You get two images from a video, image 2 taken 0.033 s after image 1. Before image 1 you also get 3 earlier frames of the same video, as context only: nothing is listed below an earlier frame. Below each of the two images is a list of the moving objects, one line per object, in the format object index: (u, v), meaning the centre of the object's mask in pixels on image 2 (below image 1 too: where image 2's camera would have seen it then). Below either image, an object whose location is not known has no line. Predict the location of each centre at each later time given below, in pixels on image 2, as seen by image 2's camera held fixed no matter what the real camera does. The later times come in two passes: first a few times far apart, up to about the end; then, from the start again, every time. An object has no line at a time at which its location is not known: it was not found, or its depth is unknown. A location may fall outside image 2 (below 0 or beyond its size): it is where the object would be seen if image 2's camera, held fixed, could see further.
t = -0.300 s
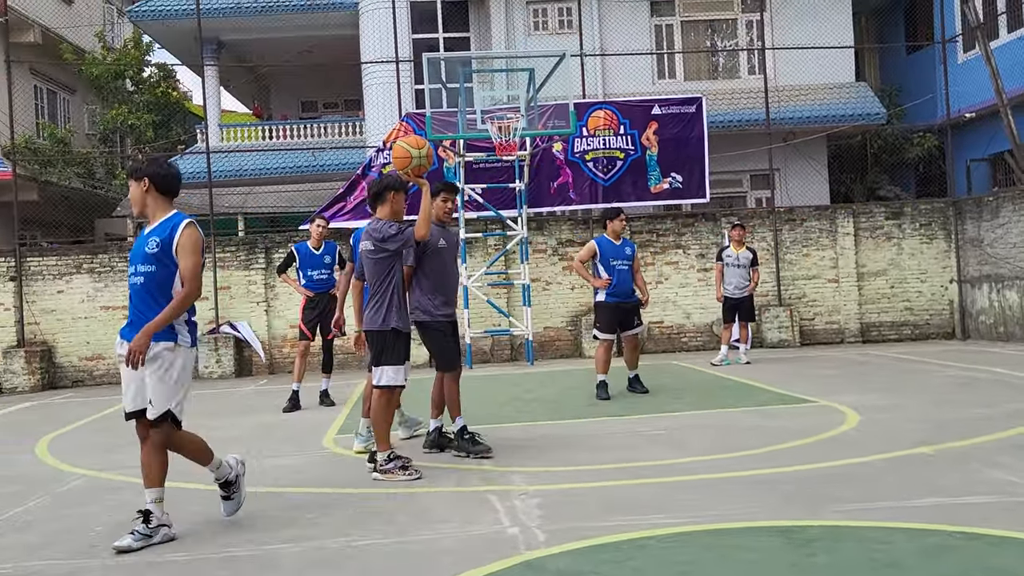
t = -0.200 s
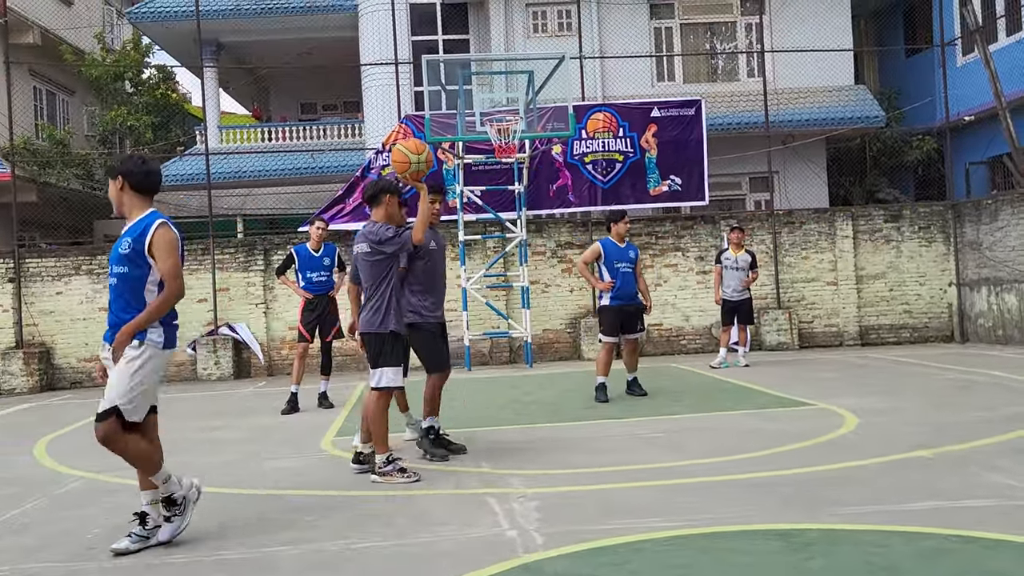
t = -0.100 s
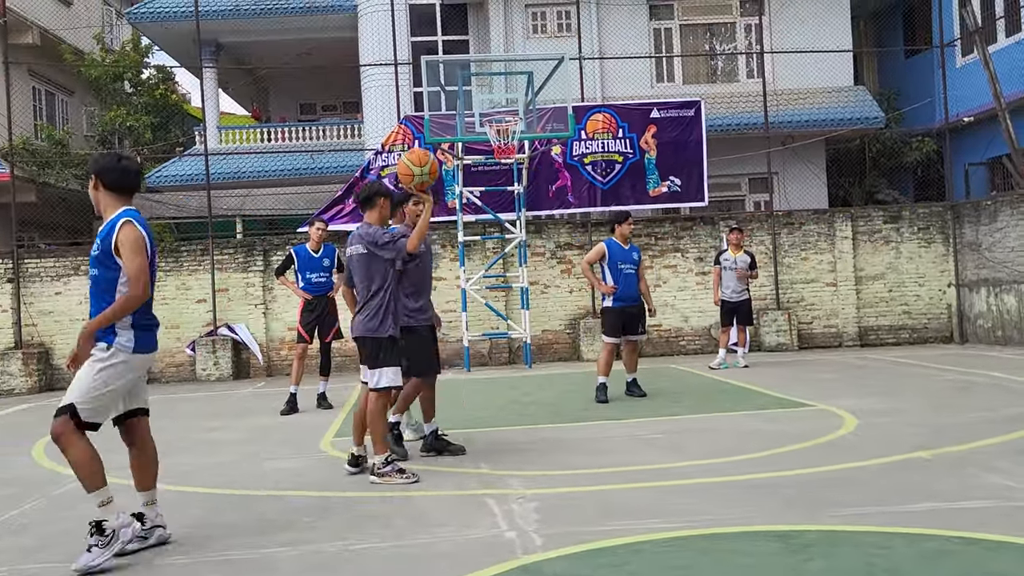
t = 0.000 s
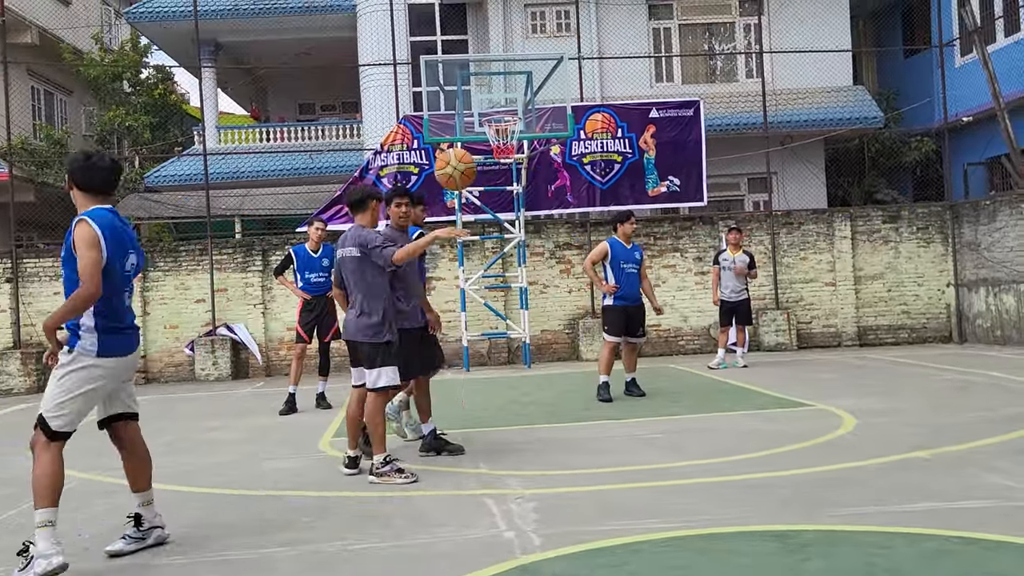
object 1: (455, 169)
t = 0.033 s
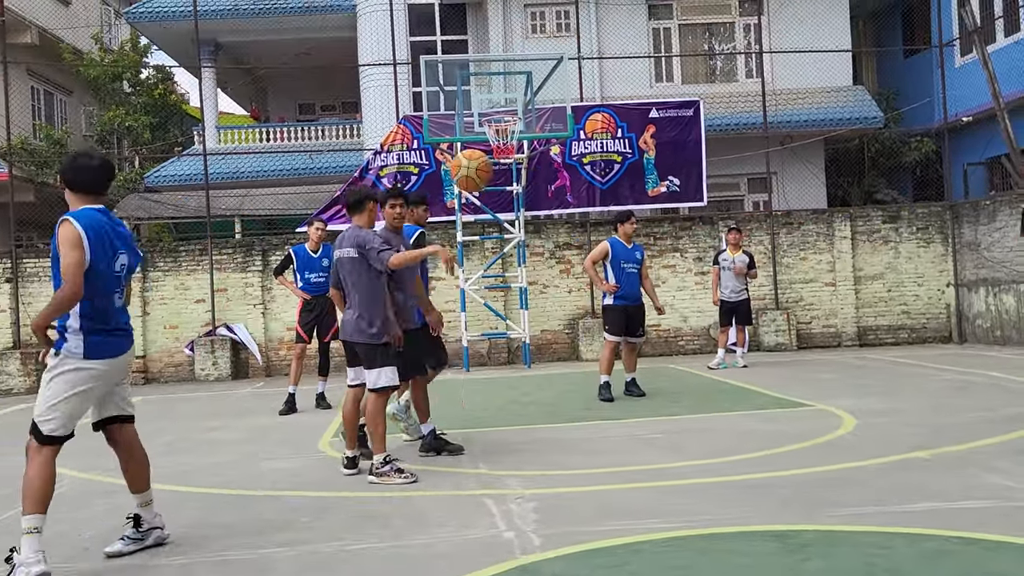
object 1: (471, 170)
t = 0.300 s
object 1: (609, 253)
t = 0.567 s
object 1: (759, 454)
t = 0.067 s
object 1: (488, 174)
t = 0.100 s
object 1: (504, 179)
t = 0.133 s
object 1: (521, 186)
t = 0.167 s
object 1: (538, 195)
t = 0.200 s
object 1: (555, 206)
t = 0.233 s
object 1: (572, 220)
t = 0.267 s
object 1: (591, 235)
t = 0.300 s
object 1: (609, 253)
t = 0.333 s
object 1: (627, 273)
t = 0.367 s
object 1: (646, 295)
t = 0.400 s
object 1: (665, 320)
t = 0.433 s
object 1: (684, 347)
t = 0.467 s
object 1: (704, 376)
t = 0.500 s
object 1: (725, 406)
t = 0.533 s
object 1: (745, 439)
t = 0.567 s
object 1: (759, 454)
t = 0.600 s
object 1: (763, 423)
